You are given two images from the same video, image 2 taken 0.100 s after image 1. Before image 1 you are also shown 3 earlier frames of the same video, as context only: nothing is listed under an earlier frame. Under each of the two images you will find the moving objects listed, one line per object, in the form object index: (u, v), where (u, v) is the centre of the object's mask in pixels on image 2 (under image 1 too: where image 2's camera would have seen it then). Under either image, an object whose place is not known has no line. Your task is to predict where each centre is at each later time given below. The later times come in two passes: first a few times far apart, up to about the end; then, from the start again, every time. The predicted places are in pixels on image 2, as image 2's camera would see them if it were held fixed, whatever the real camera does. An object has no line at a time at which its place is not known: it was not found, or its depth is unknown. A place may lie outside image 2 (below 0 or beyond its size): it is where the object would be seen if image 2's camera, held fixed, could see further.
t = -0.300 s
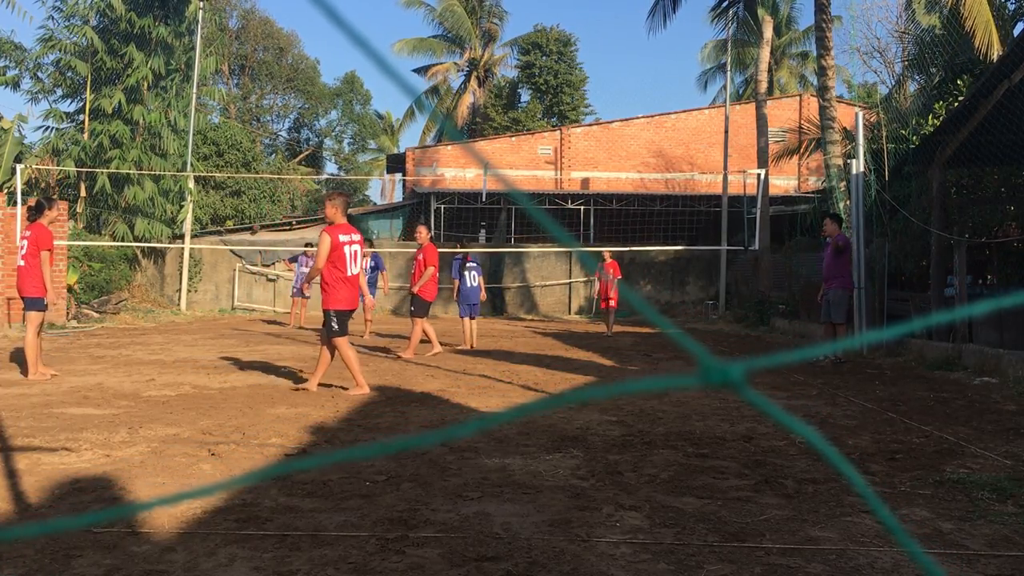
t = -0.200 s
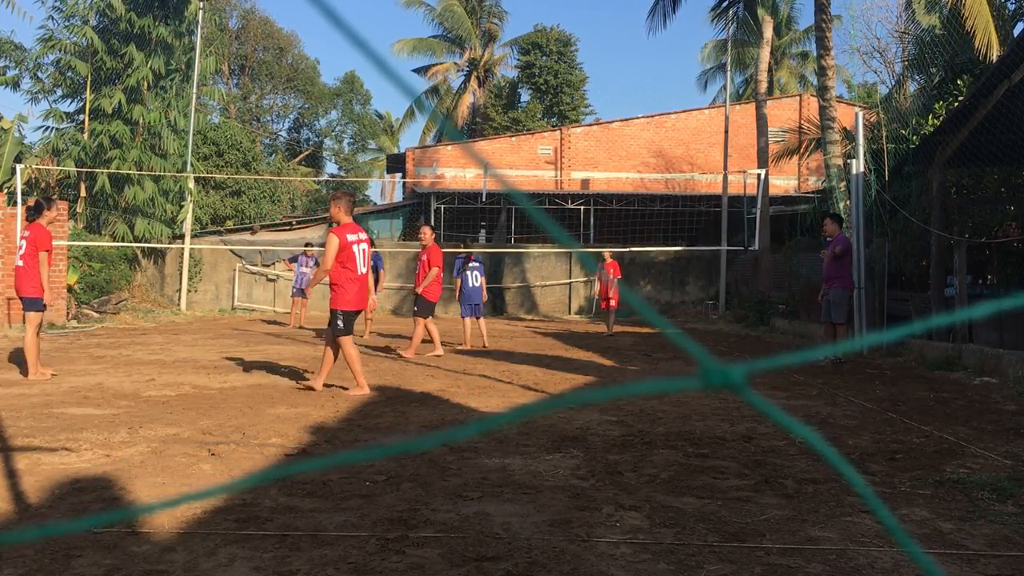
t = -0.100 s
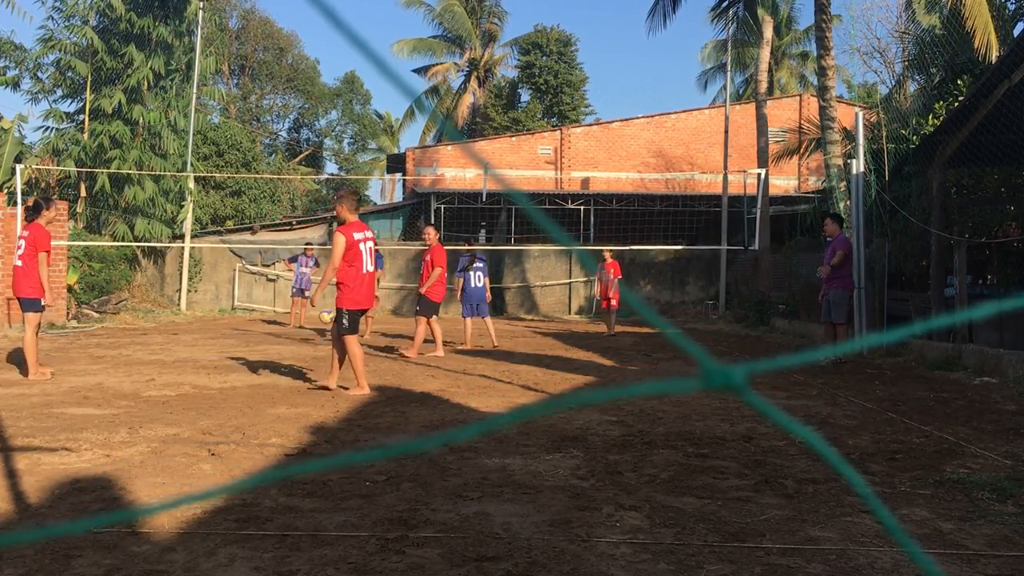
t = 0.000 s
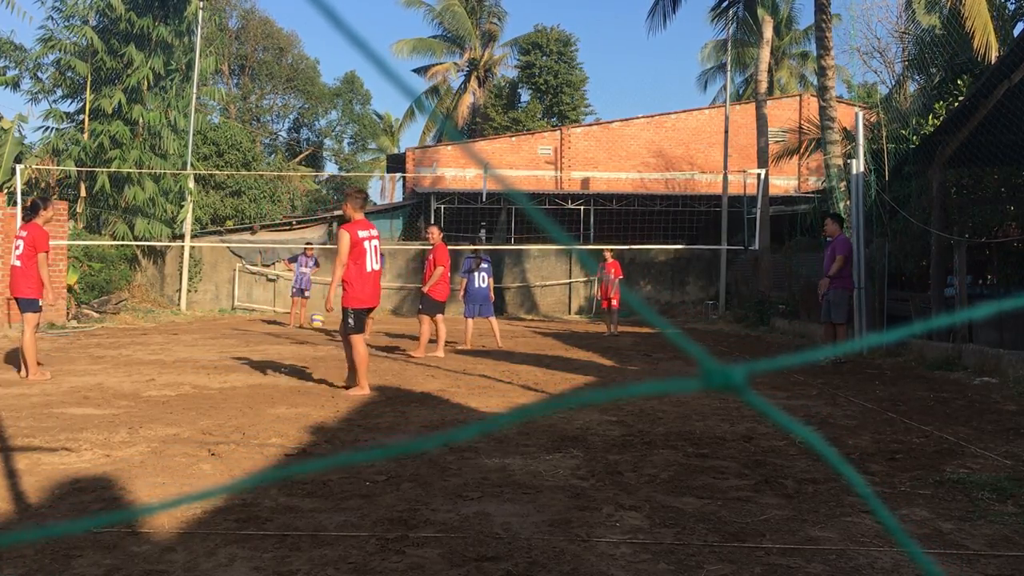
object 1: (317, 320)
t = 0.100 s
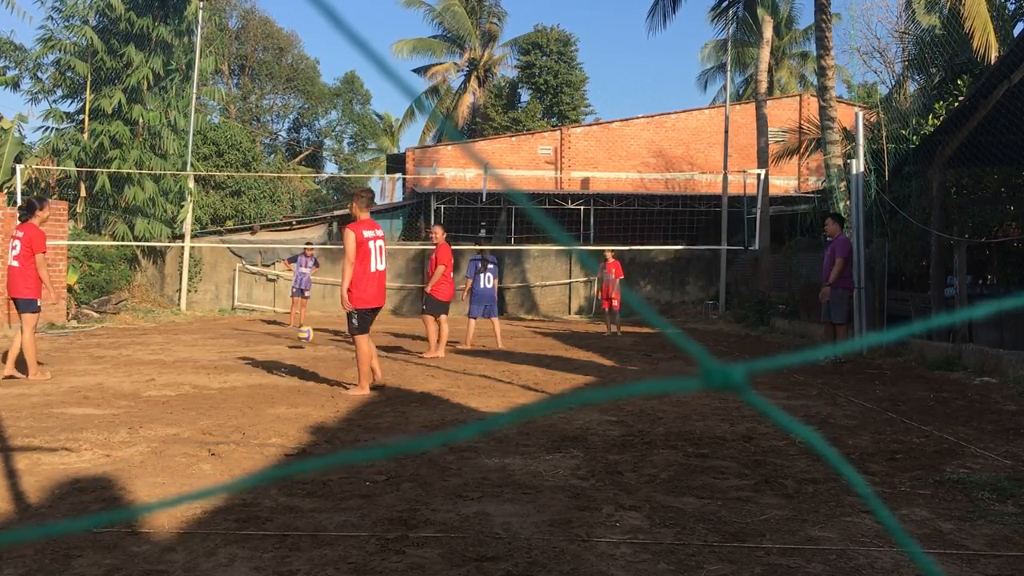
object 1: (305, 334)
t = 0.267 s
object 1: (294, 334)
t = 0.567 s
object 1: (277, 357)
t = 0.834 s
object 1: (256, 368)
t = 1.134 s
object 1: (227, 379)
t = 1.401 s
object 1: (204, 387)
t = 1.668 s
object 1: (184, 412)
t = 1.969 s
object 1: (157, 436)
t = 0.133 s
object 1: (301, 342)
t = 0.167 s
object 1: (298, 344)
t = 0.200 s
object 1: (297, 340)
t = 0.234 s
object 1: (295, 336)
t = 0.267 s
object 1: (294, 334)
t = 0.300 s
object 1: (292, 333)
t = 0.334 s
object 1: (290, 333)
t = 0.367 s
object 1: (289, 334)
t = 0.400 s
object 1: (287, 335)
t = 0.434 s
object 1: (285, 339)
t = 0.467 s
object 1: (283, 343)
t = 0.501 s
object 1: (281, 349)
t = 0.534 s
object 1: (279, 355)
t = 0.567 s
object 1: (277, 357)
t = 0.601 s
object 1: (274, 358)
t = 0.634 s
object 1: (271, 359)
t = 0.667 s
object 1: (269, 362)
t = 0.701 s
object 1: (266, 365)
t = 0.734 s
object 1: (264, 364)
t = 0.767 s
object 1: (261, 364)
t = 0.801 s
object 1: (258, 365)
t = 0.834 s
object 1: (256, 368)
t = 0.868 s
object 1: (253, 372)
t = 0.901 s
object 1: (249, 373)
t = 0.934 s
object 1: (246, 375)
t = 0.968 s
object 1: (243, 379)
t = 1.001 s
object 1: (241, 381)
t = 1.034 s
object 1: (237, 377)
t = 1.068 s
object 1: (234, 376)
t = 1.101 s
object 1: (230, 377)
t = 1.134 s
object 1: (227, 379)
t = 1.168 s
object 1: (223, 383)
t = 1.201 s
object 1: (219, 388)
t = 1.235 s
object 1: (214, 396)
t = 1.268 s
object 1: (212, 397)
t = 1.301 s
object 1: (210, 392)
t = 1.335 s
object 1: (208, 388)
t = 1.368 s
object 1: (206, 387)
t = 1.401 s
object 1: (204, 387)
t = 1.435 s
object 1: (202, 389)
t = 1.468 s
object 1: (199, 392)
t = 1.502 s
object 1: (197, 397)
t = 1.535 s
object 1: (194, 405)
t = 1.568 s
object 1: (192, 417)
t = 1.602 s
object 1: (189, 429)
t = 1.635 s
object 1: (187, 420)
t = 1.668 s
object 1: (184, 412)
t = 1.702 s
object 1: (182, 405)
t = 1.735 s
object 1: (180, 401)
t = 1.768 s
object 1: (177, 399)
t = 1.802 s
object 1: (174, 398)
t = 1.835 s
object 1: (171, 400)
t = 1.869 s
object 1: (168, 404)
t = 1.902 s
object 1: (165, 412)
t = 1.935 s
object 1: (161, 423)
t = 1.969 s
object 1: (157, 436)
